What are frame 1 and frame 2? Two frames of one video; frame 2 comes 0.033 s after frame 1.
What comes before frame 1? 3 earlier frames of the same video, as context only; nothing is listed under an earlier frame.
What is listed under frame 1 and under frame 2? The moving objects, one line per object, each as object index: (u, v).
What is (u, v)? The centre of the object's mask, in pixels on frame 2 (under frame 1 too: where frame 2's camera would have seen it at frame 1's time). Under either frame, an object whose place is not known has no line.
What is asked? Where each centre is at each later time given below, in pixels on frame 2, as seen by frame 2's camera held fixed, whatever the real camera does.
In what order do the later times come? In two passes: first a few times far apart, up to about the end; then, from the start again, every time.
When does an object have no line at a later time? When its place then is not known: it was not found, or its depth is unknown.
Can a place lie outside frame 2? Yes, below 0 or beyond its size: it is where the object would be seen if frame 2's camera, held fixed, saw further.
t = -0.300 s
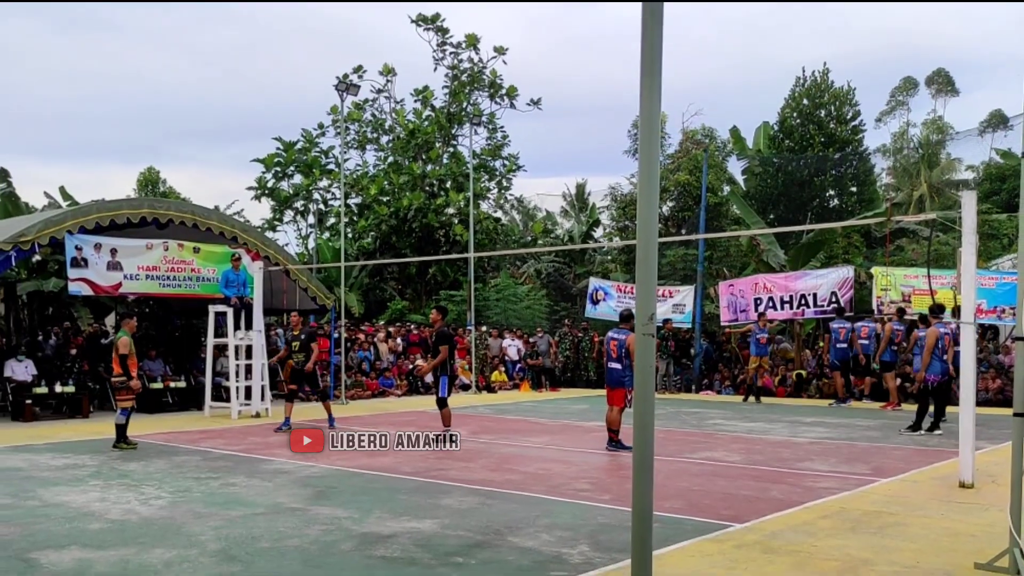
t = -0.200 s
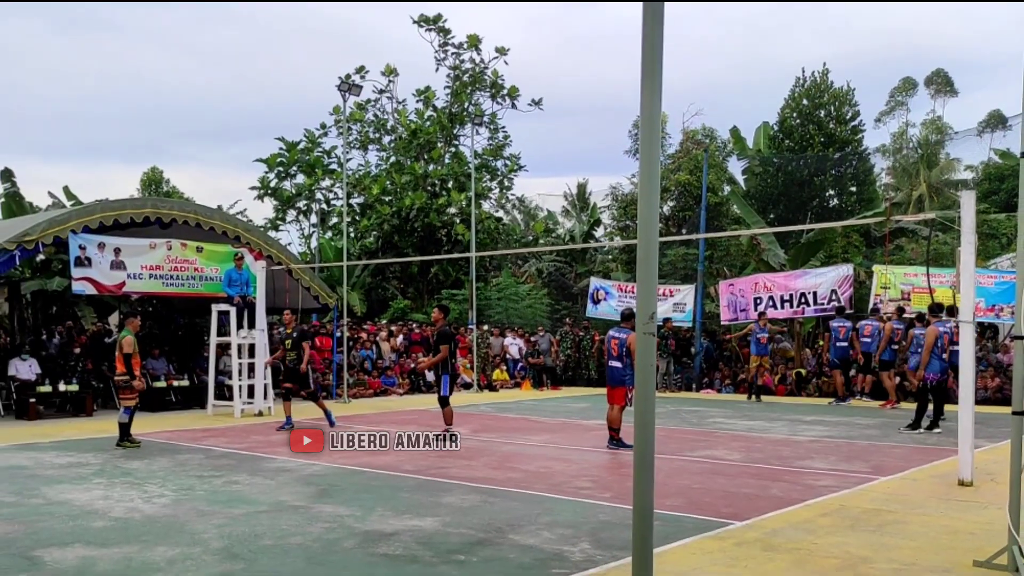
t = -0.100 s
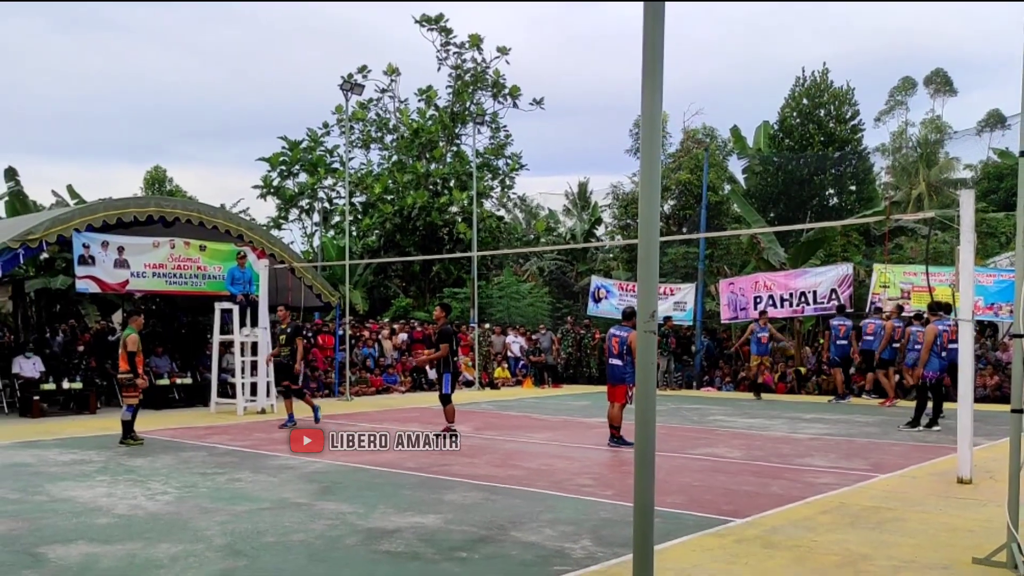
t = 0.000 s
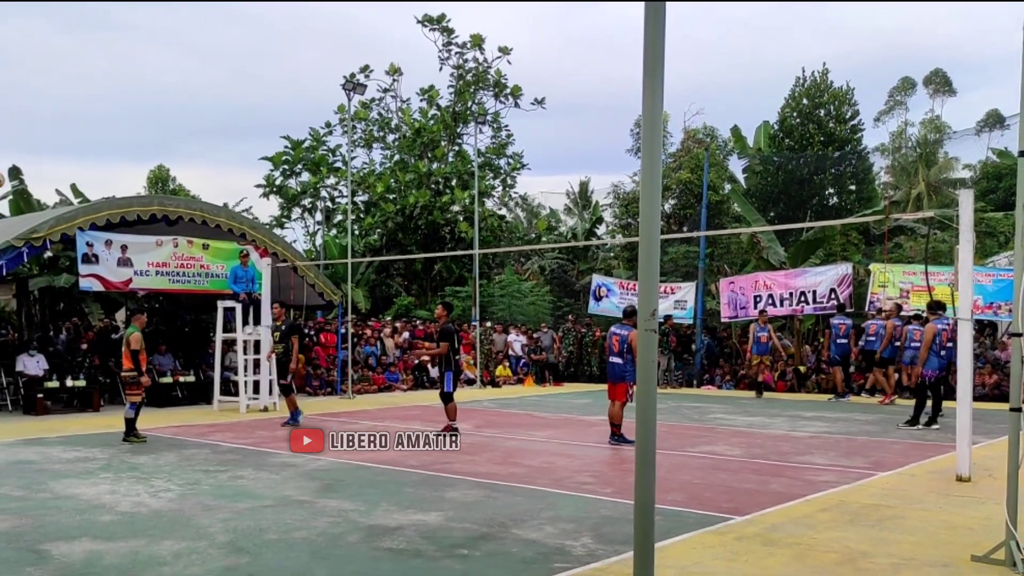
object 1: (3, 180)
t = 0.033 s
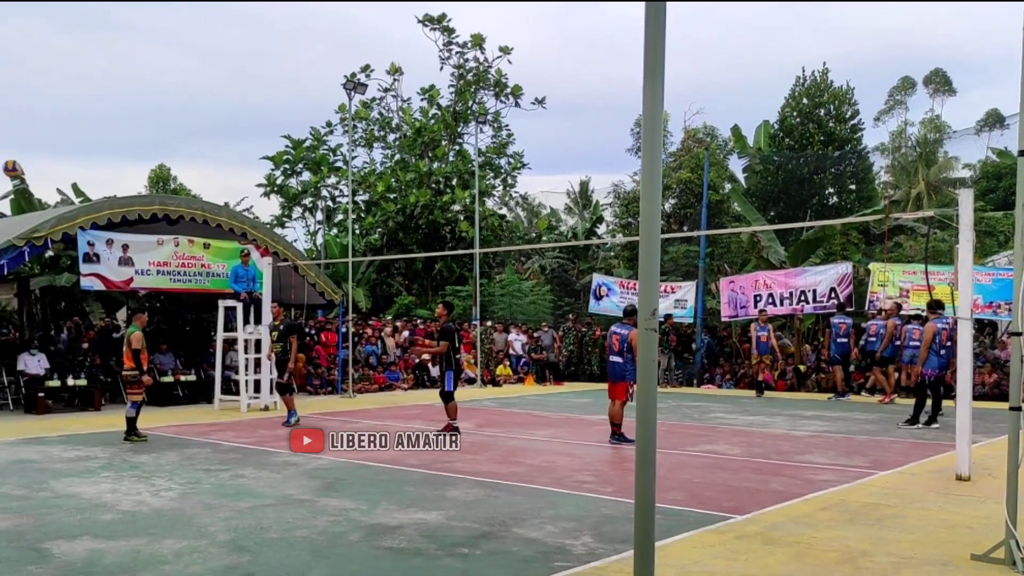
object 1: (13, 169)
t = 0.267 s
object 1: (117, 124)
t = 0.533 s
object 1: (229, 128)
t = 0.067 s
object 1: (27, 159)
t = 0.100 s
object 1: (43, 151)
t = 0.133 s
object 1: (58, 144)
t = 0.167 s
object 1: (73, 137)
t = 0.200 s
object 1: (88, 132)
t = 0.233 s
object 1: (103, 127)
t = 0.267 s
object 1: (117, 124)
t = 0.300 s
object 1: (131, 121)
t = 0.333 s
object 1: (146, 119)
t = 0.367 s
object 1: (160, 118)
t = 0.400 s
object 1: (174, 119)
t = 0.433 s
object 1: (188, 120)
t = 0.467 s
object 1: (202, 122)
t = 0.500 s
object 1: (216, 124)
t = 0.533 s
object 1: (229, 128)
